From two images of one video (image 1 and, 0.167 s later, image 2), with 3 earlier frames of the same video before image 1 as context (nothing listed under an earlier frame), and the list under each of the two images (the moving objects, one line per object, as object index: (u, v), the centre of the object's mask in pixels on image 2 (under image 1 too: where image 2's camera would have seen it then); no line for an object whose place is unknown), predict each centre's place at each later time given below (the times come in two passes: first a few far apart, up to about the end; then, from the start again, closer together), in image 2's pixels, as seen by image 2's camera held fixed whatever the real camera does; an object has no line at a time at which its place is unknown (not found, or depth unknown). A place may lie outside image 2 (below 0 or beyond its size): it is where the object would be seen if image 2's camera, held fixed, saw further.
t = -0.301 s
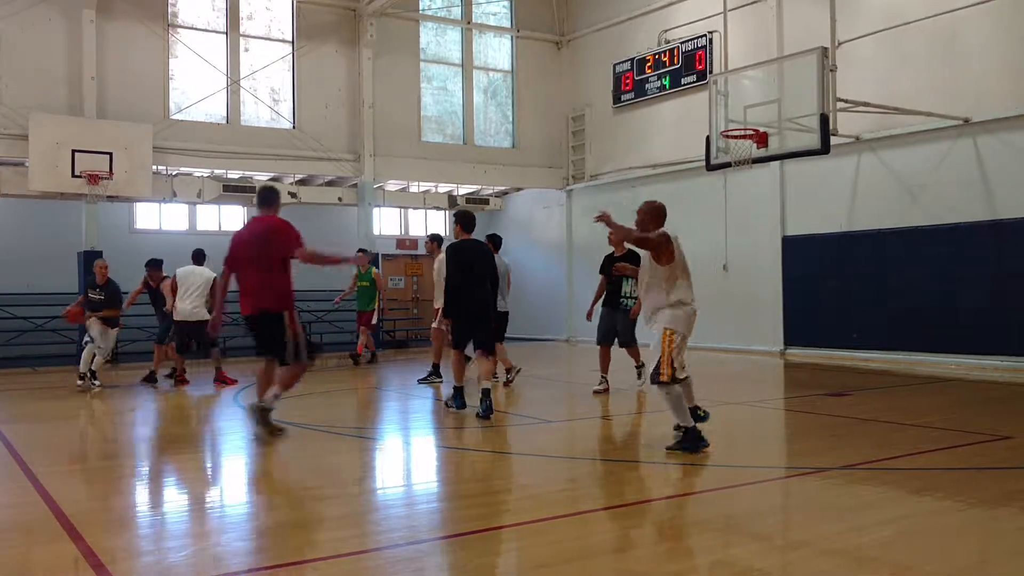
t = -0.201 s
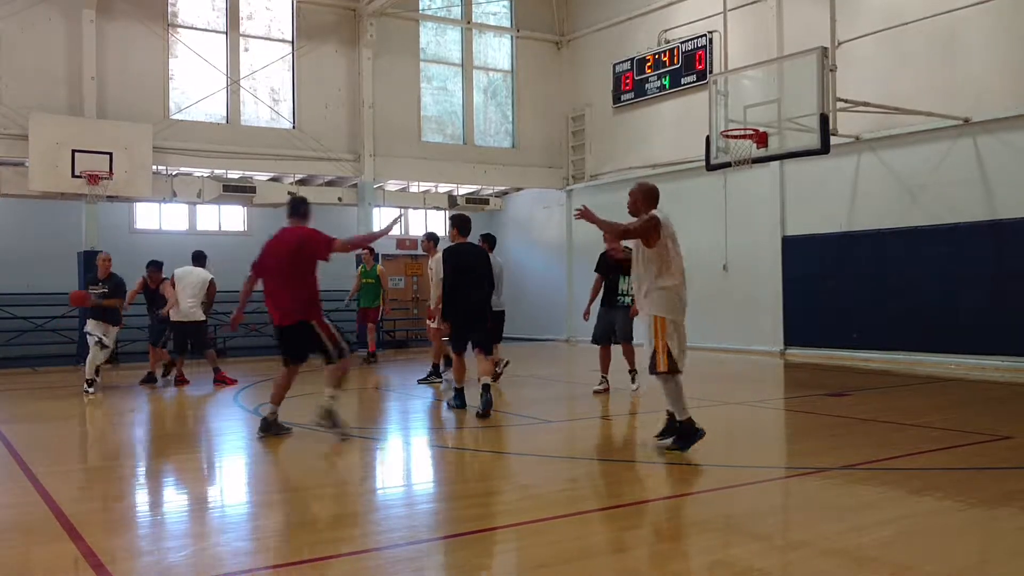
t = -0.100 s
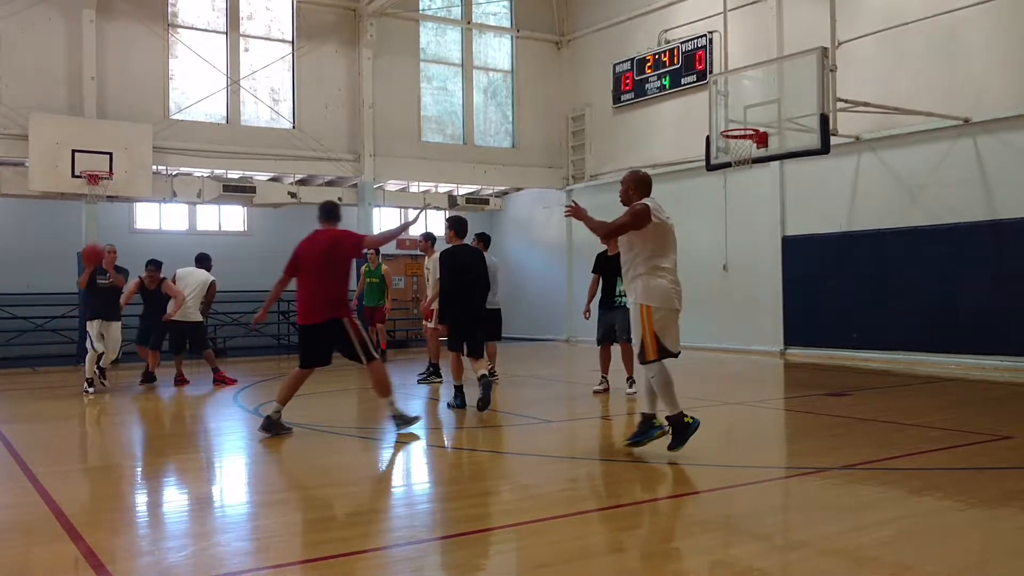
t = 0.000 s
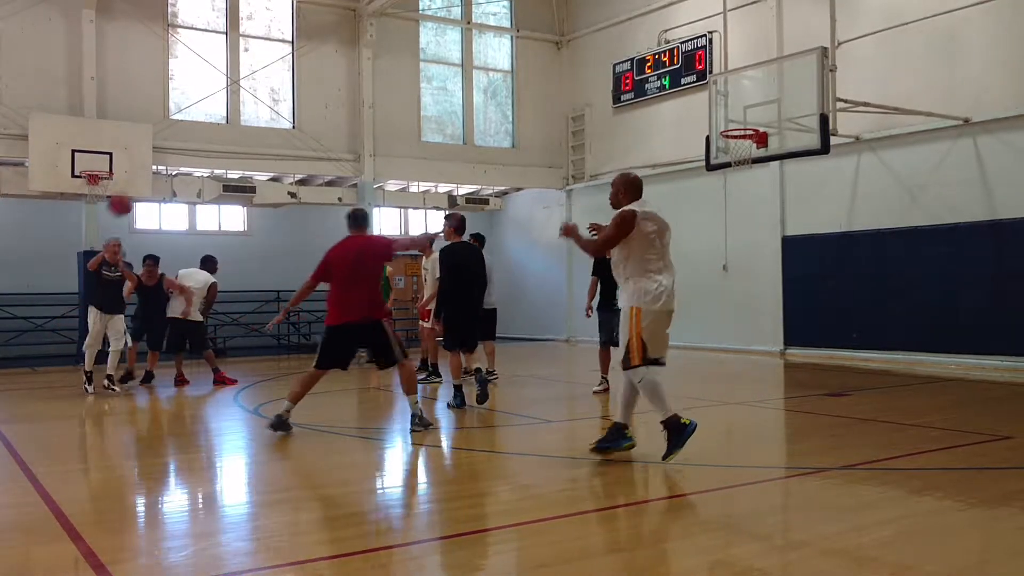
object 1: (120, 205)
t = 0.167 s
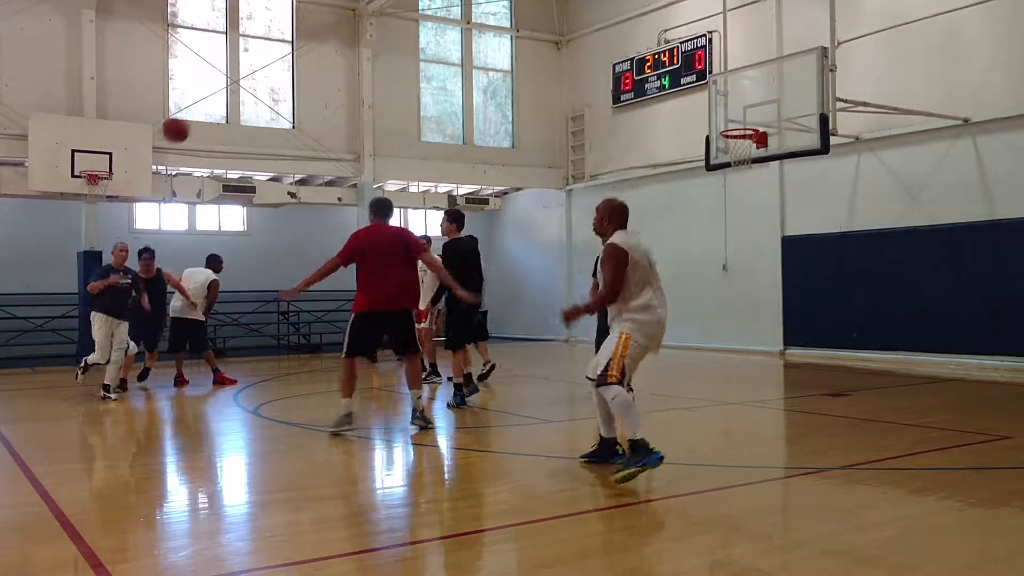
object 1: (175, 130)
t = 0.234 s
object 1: (201, 103)
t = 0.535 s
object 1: (359, 17)
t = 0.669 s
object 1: (463, 15)
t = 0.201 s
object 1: (188, 117)
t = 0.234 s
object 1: (201, 103)
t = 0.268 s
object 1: (216, 91)
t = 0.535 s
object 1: (359, 17)
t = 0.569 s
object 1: (383, 15)
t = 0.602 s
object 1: (407, 14)
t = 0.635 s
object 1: (434, 14)
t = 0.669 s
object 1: (463, 15)
